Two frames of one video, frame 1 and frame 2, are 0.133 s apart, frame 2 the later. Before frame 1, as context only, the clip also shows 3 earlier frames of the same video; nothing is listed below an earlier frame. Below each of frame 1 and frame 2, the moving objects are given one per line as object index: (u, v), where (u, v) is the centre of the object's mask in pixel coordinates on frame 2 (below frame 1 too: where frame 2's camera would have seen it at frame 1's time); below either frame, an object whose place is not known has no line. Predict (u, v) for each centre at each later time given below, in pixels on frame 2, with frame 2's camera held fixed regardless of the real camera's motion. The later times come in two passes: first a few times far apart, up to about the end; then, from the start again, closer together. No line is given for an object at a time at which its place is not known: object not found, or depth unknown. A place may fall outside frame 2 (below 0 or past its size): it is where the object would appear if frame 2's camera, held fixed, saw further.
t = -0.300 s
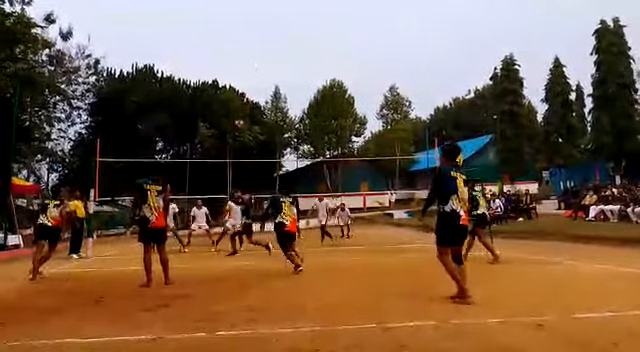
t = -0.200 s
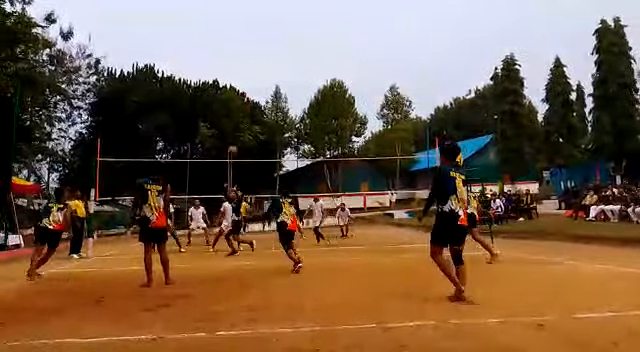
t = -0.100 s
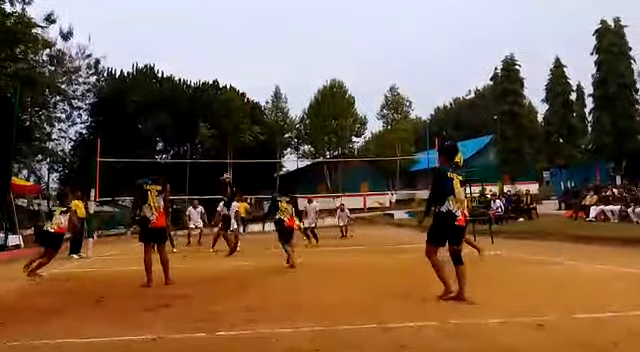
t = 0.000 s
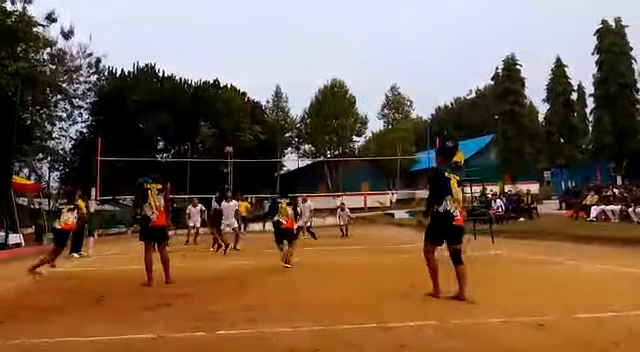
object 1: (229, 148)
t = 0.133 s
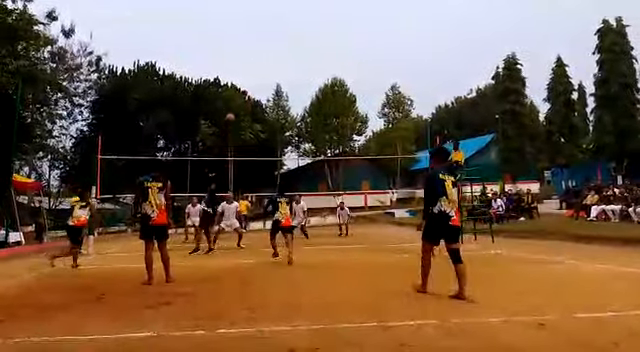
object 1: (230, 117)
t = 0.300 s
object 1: (232, 88)
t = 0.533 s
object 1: (233, 70)
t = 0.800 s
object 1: (234, 72)
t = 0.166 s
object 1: (230, 111)
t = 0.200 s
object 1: (231, 105)
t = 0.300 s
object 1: (232, 88)
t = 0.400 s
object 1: (232, 79)
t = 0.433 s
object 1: (232, 76)
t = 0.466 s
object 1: (232, 73)
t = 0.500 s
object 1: (233, 71)
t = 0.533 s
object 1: (233, 70)
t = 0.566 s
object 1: (233, 68)
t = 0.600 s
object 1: (233, 68)
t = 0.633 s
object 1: (233, 68)
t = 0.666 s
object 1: (233, 67)
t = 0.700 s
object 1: (233, 68)
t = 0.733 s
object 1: (233, 69)
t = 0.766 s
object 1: (234, 70)
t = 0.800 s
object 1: (234, 72)
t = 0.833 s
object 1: (234, 74)
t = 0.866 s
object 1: (234, 76)
